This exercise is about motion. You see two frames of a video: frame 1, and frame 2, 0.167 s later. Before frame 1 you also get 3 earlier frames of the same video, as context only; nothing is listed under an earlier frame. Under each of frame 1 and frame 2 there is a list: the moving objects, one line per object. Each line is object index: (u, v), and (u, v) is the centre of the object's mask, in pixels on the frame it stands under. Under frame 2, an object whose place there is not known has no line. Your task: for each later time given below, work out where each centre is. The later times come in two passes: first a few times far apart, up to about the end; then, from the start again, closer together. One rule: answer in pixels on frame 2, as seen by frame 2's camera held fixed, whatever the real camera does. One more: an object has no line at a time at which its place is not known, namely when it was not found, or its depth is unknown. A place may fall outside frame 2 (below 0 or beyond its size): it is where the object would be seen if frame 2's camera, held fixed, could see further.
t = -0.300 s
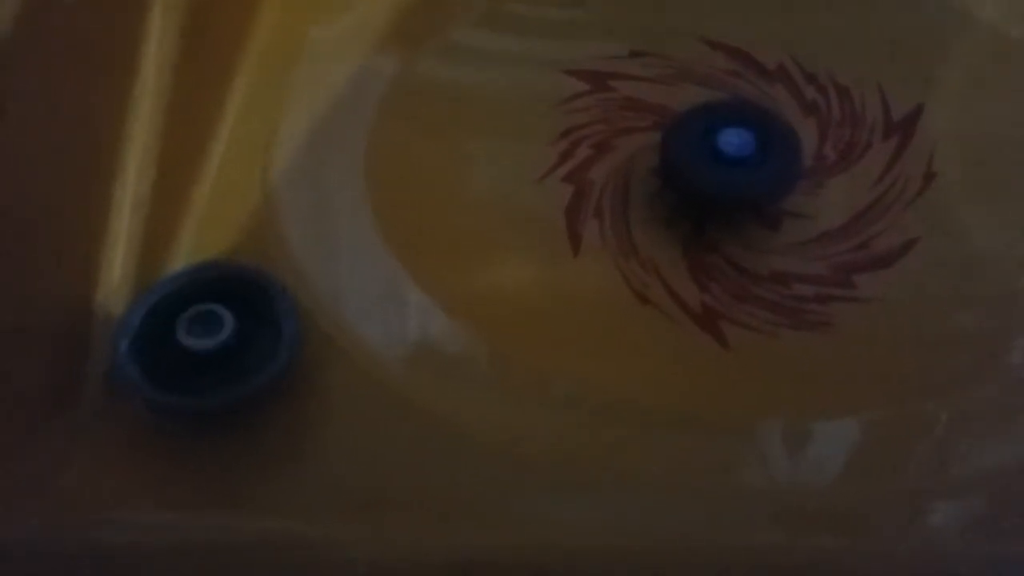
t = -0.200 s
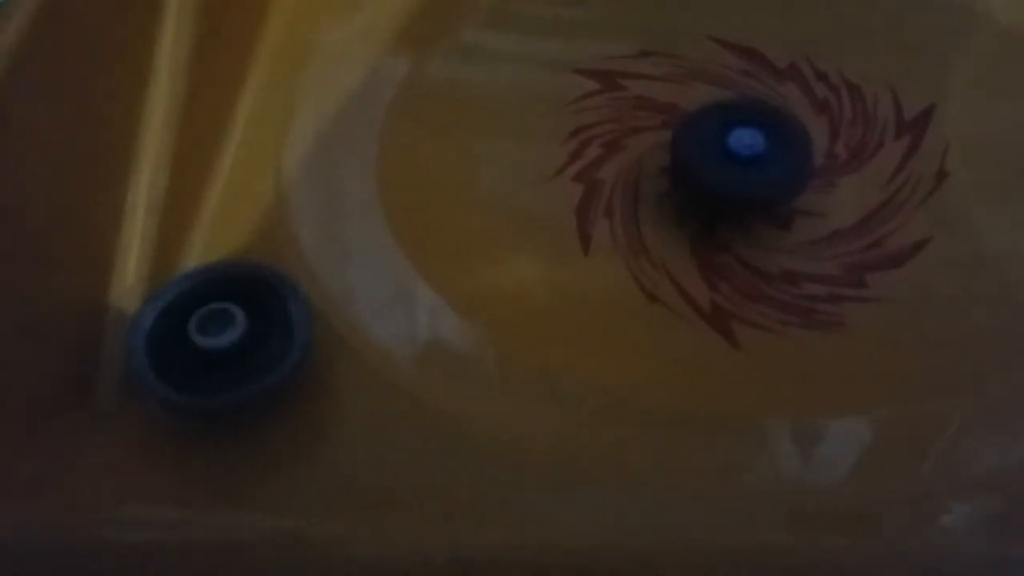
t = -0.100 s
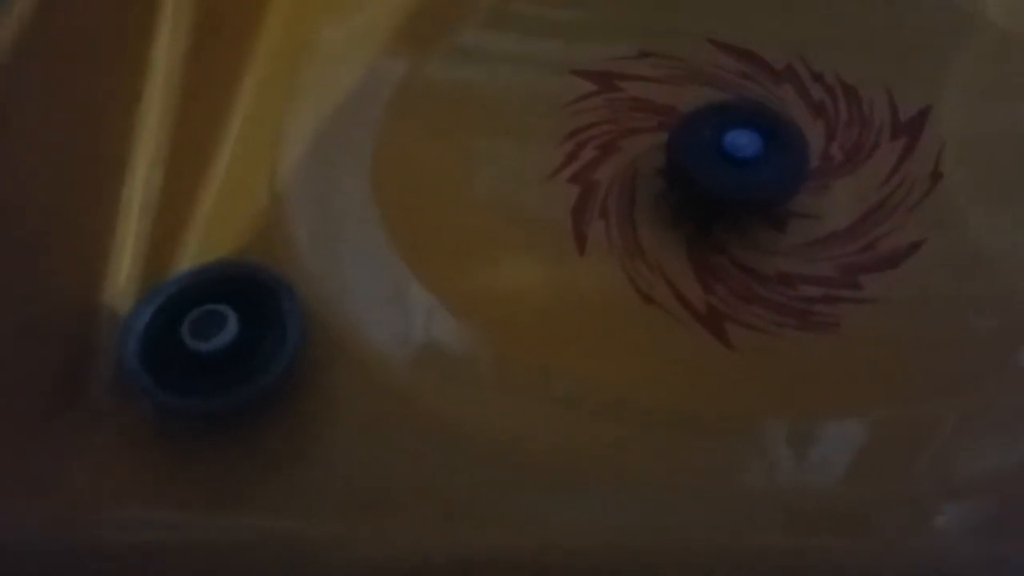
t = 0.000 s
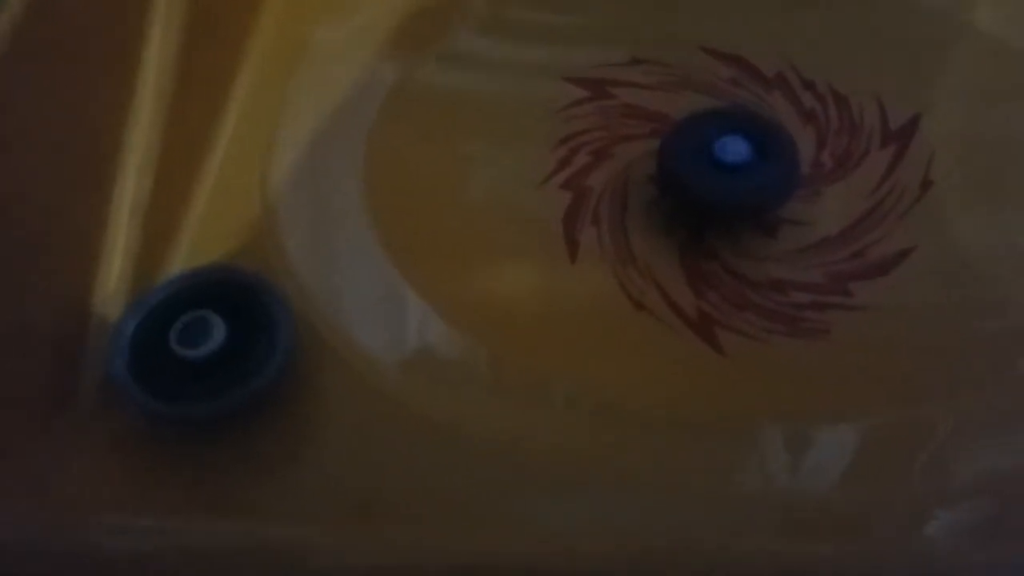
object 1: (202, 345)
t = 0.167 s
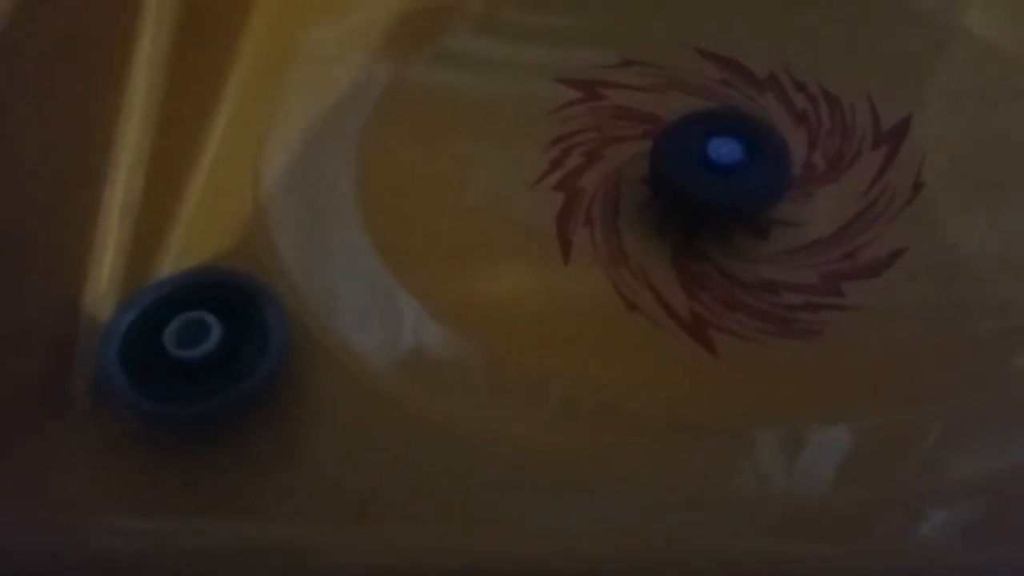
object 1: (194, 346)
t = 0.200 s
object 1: (194, 348)
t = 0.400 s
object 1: (198, 349)
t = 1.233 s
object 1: (193, 349)
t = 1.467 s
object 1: (192, 346)
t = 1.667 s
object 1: (191, 346)
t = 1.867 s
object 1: (192, 346)
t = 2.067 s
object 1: (191, 345)
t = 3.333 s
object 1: (195, 348)
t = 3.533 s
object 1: (191, 352)
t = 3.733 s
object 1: (191, 348)
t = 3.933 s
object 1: (194, 346)
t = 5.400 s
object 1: (191, 348)
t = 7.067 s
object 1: (194, 353)
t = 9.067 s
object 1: (192, 360)
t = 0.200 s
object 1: (194, 348)
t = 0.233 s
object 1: (194, 348)
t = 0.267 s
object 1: (194, 345)
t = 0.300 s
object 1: (194, 345)
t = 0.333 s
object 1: (194, 345)
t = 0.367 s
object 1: (196, 345)
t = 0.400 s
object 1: (198, 349)
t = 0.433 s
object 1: (198, 348)
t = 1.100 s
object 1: (194, 349)
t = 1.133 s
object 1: (195, 349)
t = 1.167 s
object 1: (194, 348)
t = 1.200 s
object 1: (194, 348)
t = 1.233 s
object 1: (193, 349)
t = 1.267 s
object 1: (193, 348)
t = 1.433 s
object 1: (192, 346)
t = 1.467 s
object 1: (192, 346)
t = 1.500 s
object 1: (192, 346)
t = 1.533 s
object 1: (191, 346)
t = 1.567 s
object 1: (191, 346)
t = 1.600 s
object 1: (192, 346)
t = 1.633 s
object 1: (192, 346)
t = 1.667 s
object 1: (191, 346)
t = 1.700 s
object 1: (191, 346)
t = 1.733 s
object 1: (191, 346)
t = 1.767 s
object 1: (191, 346)
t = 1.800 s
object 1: (192, 346)
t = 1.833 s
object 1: (192, 347)
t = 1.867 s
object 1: (192, 346)
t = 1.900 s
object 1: (192, 346)
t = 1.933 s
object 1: (192, 346)
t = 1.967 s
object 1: (192, 345)
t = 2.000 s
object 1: (191, 346)
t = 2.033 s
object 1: (191, 345)
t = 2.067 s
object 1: (191, 345)
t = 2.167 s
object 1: (192, 346)
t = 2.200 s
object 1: (193, 346)
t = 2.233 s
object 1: (195, 347)
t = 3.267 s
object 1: (194, 347)
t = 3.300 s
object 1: (194, 348)
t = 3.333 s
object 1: (195, 348)
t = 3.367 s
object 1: (195, 347)
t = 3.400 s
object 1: (195, 347)
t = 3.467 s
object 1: (193, 348)
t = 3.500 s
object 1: (190, 349)
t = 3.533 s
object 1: (191, 352)
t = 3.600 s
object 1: (192, 352)
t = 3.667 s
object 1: (192, 351)
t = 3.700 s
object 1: (190, 348)
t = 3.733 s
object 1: (191, 348)
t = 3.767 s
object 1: (192, 349)
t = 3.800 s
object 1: (195, 349)
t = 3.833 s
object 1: (195, 349)
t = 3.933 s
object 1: (194, 346)
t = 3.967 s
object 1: (196, 346)
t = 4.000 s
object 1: (196, 346)
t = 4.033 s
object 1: (195, 346)
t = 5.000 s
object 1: (193, 347)
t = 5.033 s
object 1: (192, 348)
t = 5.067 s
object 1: (191, 348)
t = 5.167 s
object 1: (189, 346)
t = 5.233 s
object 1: (190, 347)
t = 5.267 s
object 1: (192, 347)
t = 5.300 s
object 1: (193, 349)
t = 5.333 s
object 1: (192, 350)
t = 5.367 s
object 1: (192, 349)
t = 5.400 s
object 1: (191, 348)
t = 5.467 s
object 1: (193, 350)
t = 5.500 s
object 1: (194, 349)
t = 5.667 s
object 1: (194, 349)
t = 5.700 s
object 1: (193, 349)
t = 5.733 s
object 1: (191, 350)
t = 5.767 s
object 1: (192, 349)
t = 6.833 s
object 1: (190, 348)
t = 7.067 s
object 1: (194, 353)
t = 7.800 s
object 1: (192, 354)
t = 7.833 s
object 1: (189, 353)
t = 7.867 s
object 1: (188, 353)
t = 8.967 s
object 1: (200, 357)
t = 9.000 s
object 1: (199, 361)
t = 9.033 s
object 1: (196, 361)
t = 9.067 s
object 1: (192, 360)
